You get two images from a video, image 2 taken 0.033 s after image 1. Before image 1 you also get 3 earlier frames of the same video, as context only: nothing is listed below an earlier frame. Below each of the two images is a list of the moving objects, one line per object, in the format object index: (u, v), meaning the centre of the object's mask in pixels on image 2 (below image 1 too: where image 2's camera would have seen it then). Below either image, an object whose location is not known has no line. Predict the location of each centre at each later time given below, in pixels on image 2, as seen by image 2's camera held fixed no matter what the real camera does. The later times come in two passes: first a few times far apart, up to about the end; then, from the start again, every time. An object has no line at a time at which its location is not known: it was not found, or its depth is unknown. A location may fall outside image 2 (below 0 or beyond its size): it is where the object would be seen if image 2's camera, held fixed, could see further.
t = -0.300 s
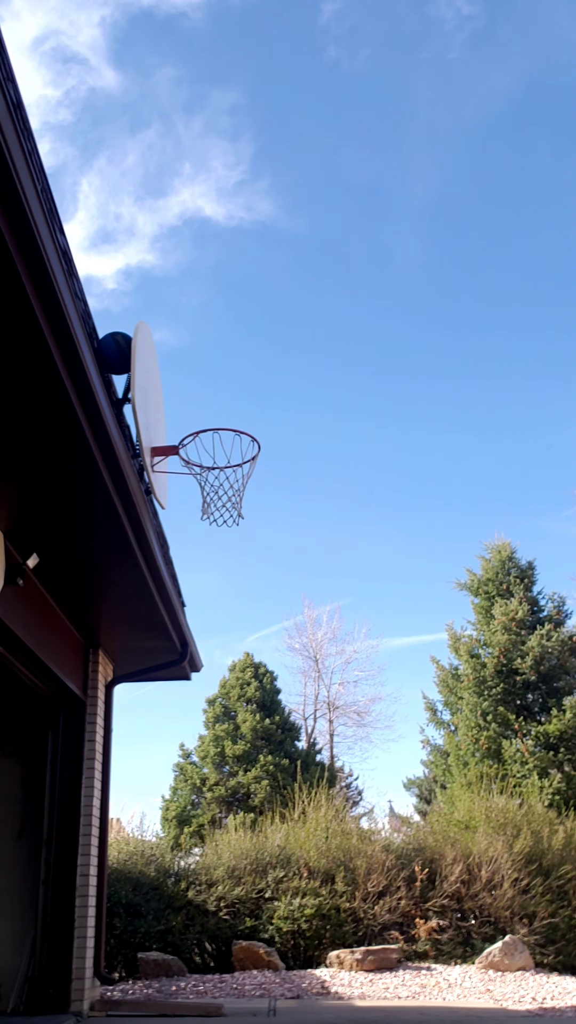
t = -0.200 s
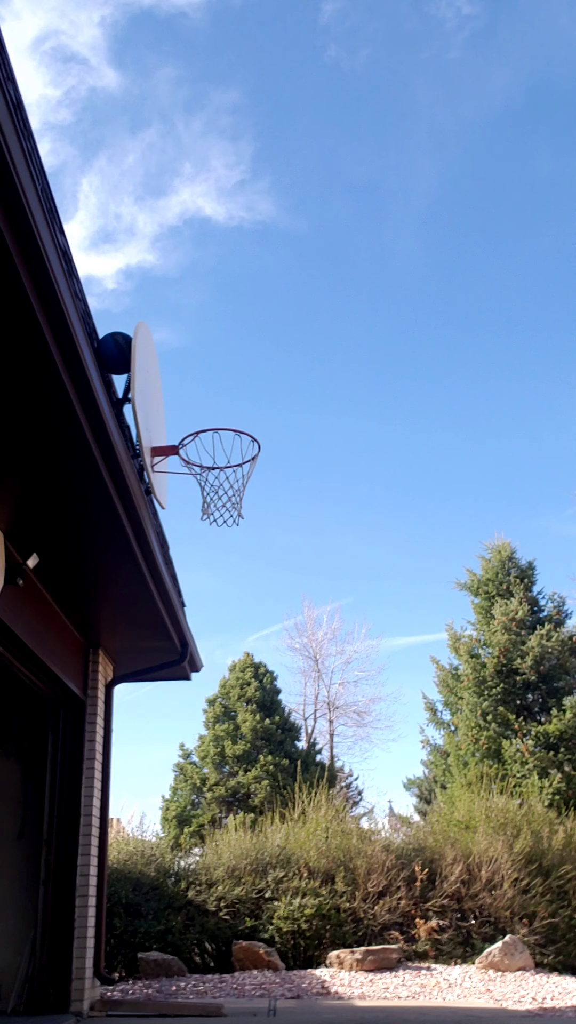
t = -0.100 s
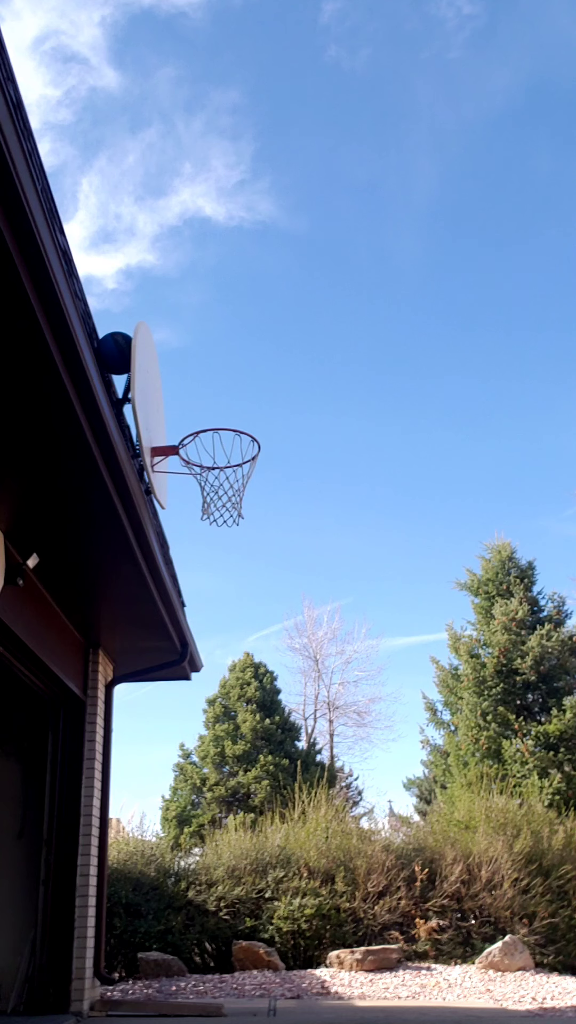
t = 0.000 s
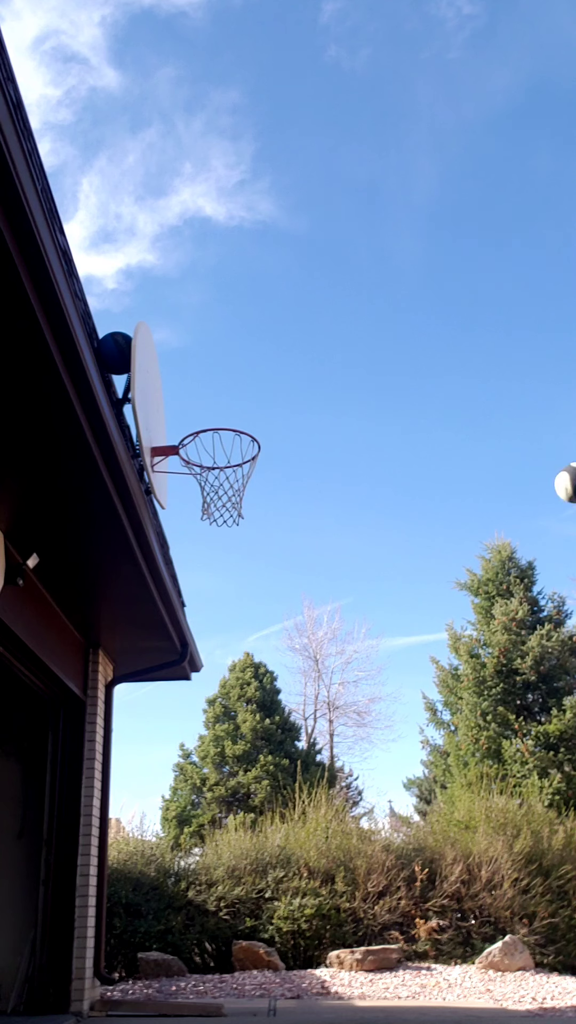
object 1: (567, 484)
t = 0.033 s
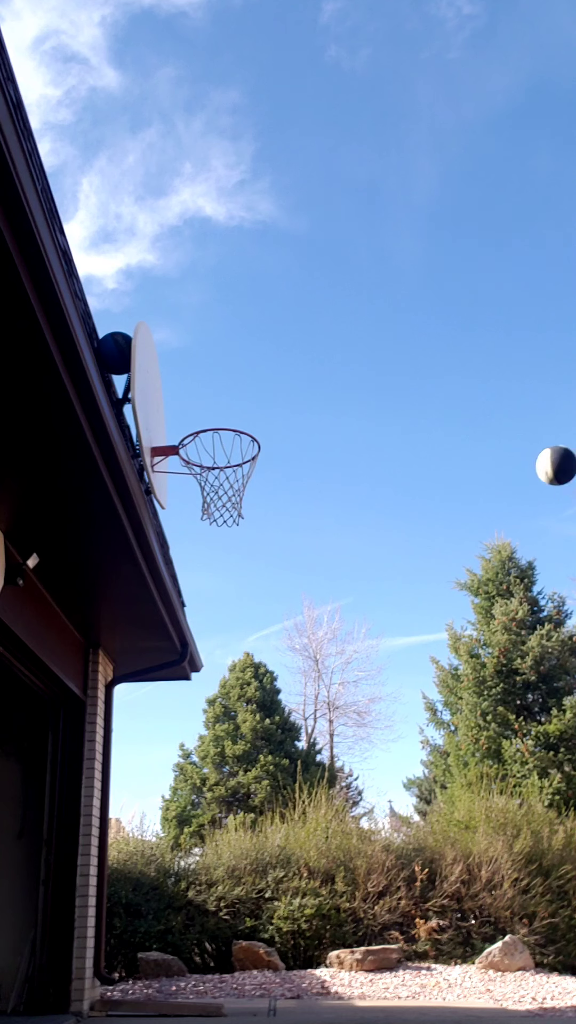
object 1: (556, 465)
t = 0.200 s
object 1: (470, 405)
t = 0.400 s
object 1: (375, 386)
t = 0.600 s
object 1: (283, 424)
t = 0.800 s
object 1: (259, 502)
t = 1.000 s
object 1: (248, 669)
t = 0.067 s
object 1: (538, 450)
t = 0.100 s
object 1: (520, 436)
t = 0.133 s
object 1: (503, 424)
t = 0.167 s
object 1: (486, 413)
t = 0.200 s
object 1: (470, 405)
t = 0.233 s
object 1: (454, 398)
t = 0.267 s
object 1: (438, 392)
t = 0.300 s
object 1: (422, 388)
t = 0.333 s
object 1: (406, 386)
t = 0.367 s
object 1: (390, 386)
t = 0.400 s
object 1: (375, 386)
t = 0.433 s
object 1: (359, 389)
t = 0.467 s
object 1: (344, 392)
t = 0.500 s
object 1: (329, 398)
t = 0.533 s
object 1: (314, 405)
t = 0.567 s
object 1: (299, 414)
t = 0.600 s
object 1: (283, 424)
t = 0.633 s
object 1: (268, 436)
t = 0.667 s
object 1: (266, 445)
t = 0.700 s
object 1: (264, 456)
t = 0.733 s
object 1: (262, 470)
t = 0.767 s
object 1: (261, 485)
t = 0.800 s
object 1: (259, 502)
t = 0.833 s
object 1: (257, 522)
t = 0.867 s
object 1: (255, 545)
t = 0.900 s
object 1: (253, 570)
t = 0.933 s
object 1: (252, 600)
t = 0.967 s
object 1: (250, 632)
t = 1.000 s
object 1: (248, 669)
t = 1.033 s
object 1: (245, 710)
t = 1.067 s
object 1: (243, 757)
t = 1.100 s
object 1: (240, 808)
